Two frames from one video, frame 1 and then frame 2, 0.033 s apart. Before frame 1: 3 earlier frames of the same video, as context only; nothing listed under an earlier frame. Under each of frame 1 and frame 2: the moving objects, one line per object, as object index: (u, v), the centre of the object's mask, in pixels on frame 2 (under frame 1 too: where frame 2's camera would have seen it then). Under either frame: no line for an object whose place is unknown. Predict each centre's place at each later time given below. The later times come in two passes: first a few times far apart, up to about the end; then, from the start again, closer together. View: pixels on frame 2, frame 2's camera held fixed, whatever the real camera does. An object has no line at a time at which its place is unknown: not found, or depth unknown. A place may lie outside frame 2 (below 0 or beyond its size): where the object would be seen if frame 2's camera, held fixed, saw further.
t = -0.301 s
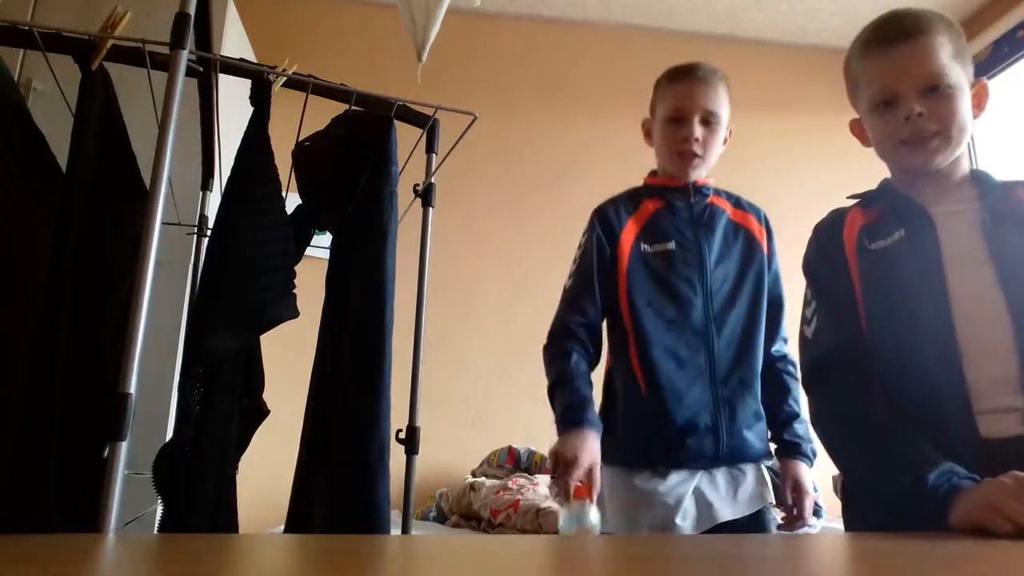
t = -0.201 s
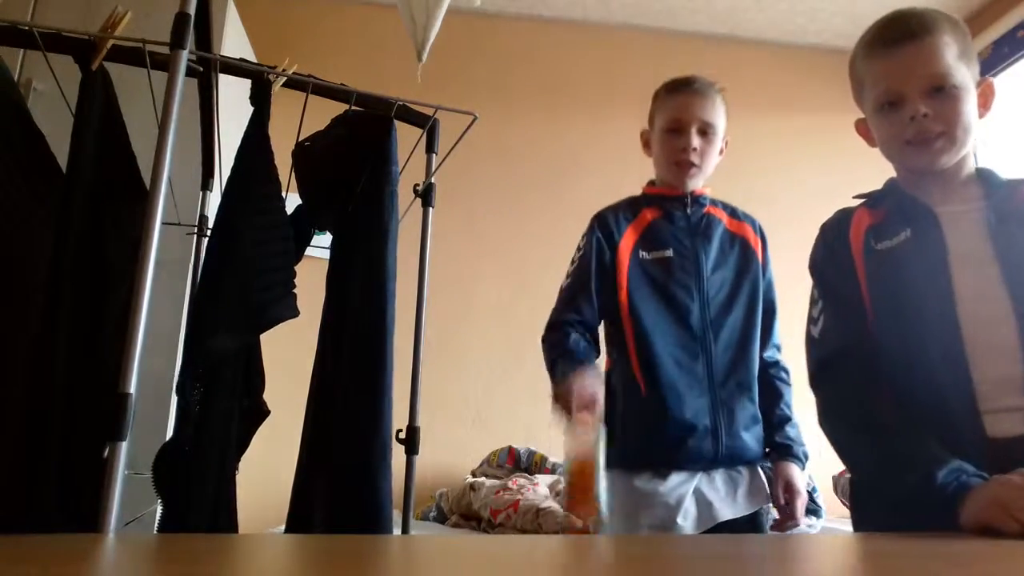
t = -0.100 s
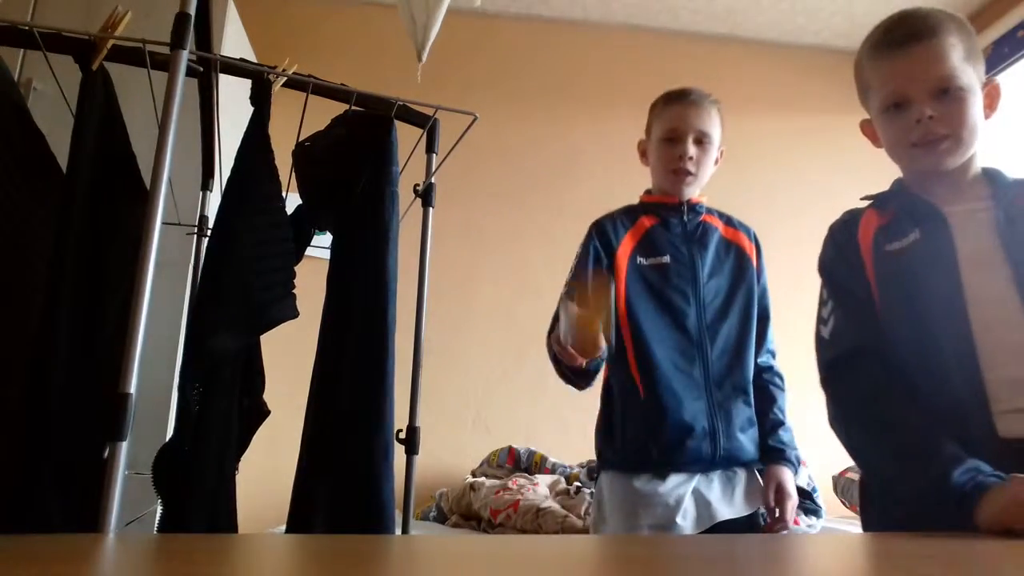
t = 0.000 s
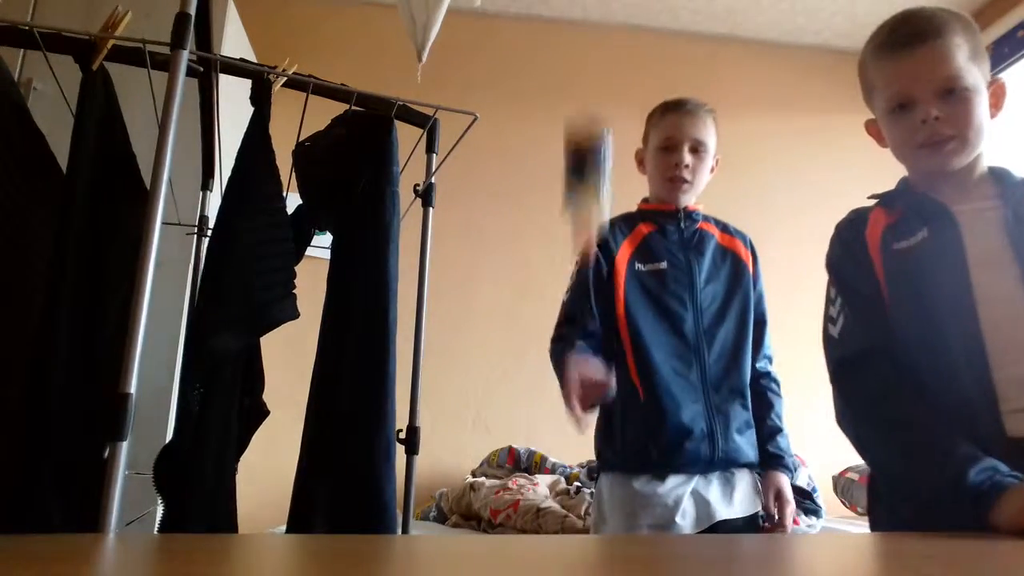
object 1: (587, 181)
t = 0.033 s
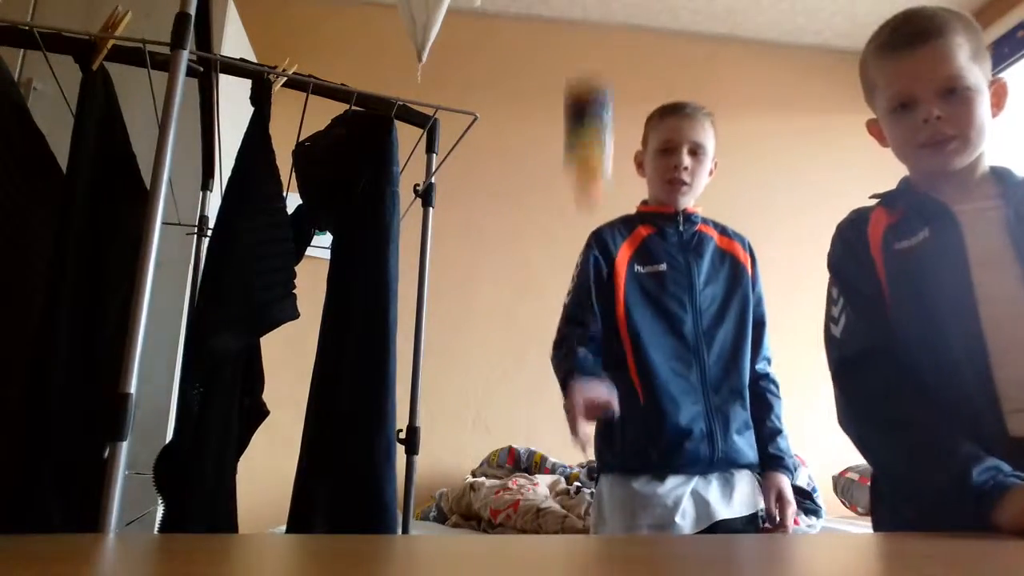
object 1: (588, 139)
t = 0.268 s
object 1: (595, 49)
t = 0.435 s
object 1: (616, 350)
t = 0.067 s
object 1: (589, 99)
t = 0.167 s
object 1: (591, 32)
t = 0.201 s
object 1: (592, 32)
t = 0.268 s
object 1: (595, 49)
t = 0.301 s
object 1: (599, 66)
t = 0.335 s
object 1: (603, 94)
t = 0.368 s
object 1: (606, 142)
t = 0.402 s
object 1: (612, 232)
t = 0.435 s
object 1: (616, 350)
